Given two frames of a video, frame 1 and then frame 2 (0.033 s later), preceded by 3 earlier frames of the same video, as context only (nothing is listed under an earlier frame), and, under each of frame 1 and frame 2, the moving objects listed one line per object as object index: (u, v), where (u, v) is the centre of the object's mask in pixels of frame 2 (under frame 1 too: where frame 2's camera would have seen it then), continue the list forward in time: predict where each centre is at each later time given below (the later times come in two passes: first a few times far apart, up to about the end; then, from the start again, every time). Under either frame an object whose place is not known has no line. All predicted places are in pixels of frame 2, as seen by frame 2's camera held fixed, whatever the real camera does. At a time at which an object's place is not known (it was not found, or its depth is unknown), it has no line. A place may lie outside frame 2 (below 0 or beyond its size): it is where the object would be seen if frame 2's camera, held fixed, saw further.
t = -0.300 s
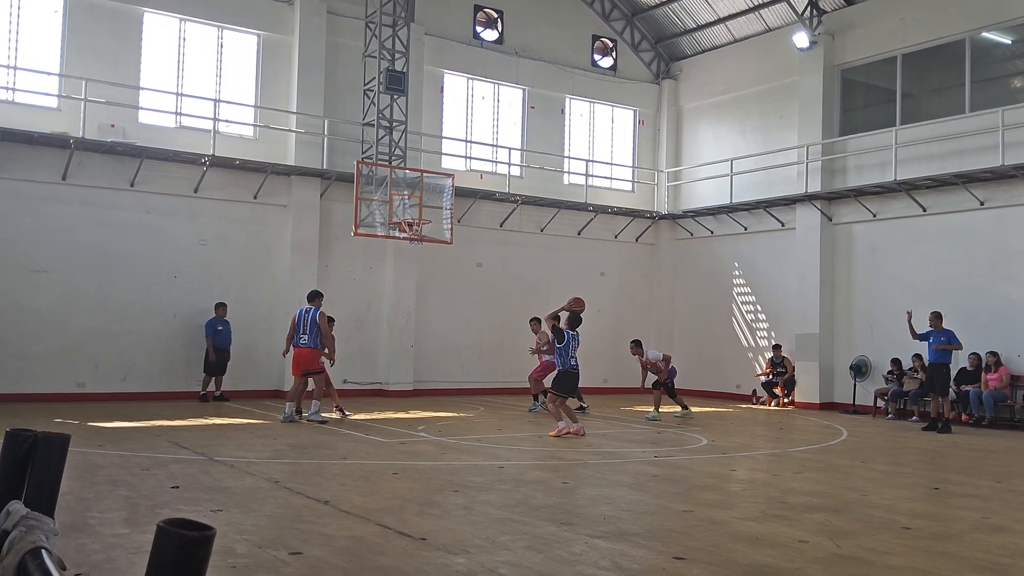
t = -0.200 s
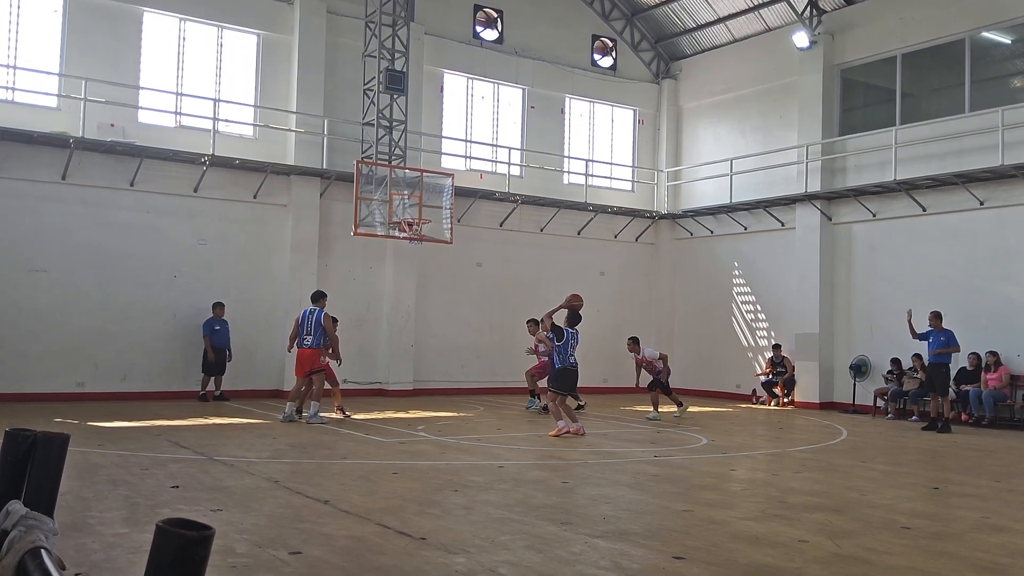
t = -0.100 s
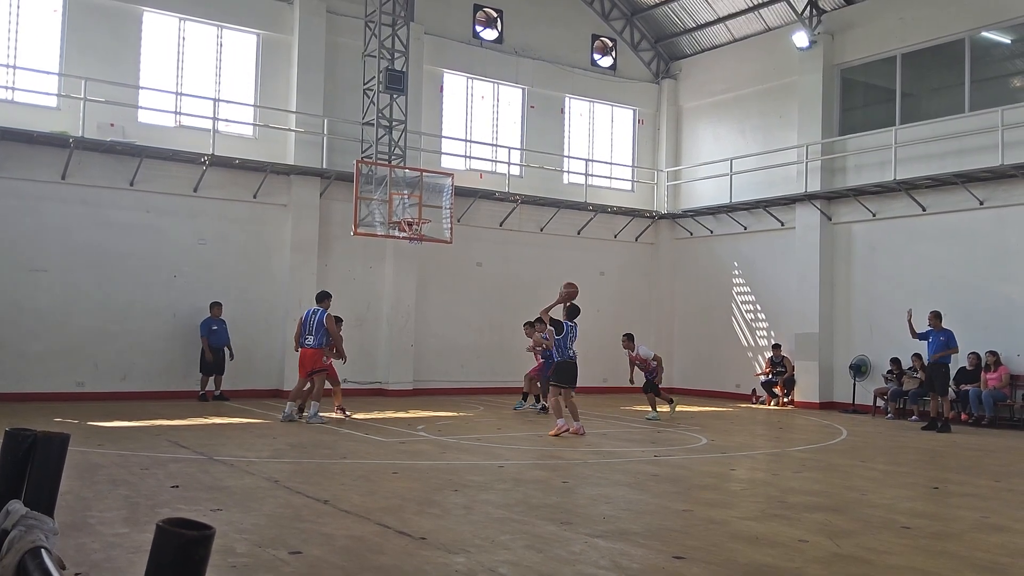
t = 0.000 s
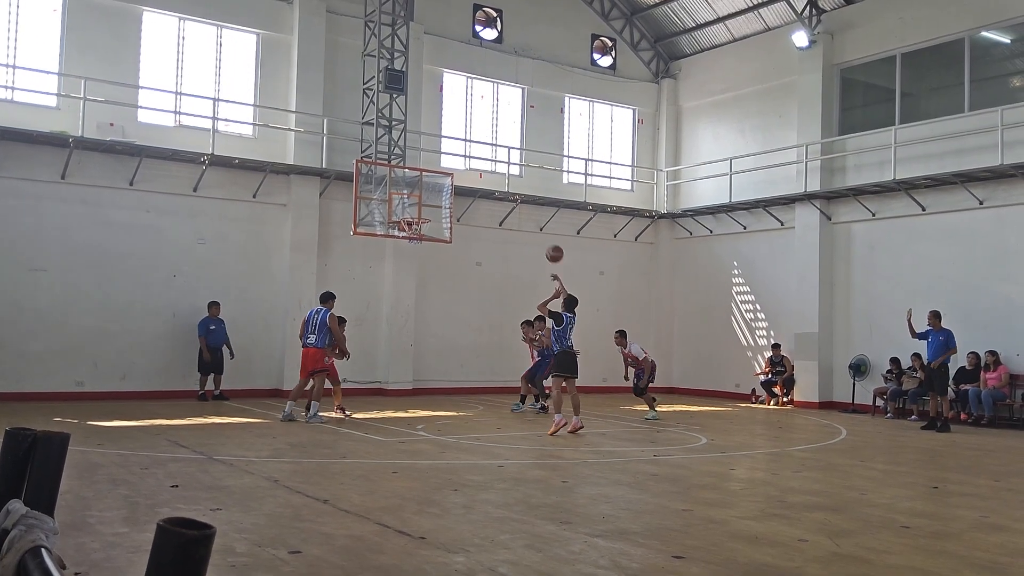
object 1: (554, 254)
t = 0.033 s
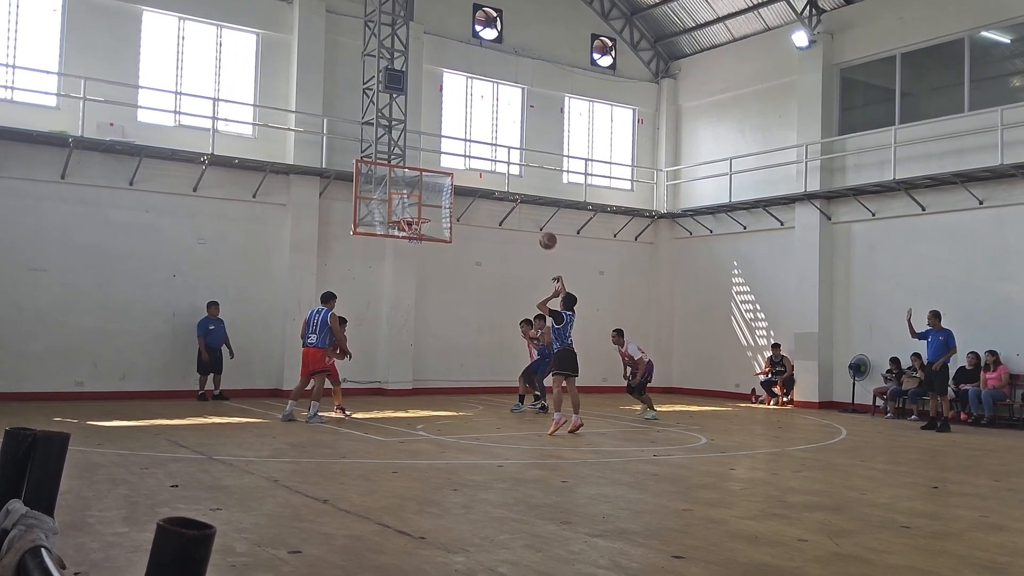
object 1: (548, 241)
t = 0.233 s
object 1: (510, 183)
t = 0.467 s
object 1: (471, 157)
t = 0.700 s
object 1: (435, 167)
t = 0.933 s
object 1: (401, 208)
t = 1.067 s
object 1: (380, 228)
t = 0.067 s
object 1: (541, 229)
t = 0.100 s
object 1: (535, 218)
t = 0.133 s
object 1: (528, 208)
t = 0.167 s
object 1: (522, 199)
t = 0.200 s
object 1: (516, 191)
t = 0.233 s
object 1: (510, 183)
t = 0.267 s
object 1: (504, 178)
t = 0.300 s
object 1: (499, 172)
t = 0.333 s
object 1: (493, 167)
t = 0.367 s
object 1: (488, 164)
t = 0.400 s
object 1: (482, 161)
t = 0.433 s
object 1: (476, 159)
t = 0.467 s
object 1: (471, 157)
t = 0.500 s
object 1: (465, 156)
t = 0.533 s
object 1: (460, 156)
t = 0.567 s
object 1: (455, 157)
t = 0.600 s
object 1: (450, 158)
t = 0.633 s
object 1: (444, 160)
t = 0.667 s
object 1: (439, 163)
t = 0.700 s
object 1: (435, 167)
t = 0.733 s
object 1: (430, 171)
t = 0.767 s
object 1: (425, 176)
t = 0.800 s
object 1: (420, 181)
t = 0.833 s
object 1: (415, 187)
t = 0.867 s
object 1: (410, 194)
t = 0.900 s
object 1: (405, 201)
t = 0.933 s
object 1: (401, 208)
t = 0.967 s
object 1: (396, 216)
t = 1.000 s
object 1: (391, 219)
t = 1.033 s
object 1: (385, 224)
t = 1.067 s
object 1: (380, 228)
